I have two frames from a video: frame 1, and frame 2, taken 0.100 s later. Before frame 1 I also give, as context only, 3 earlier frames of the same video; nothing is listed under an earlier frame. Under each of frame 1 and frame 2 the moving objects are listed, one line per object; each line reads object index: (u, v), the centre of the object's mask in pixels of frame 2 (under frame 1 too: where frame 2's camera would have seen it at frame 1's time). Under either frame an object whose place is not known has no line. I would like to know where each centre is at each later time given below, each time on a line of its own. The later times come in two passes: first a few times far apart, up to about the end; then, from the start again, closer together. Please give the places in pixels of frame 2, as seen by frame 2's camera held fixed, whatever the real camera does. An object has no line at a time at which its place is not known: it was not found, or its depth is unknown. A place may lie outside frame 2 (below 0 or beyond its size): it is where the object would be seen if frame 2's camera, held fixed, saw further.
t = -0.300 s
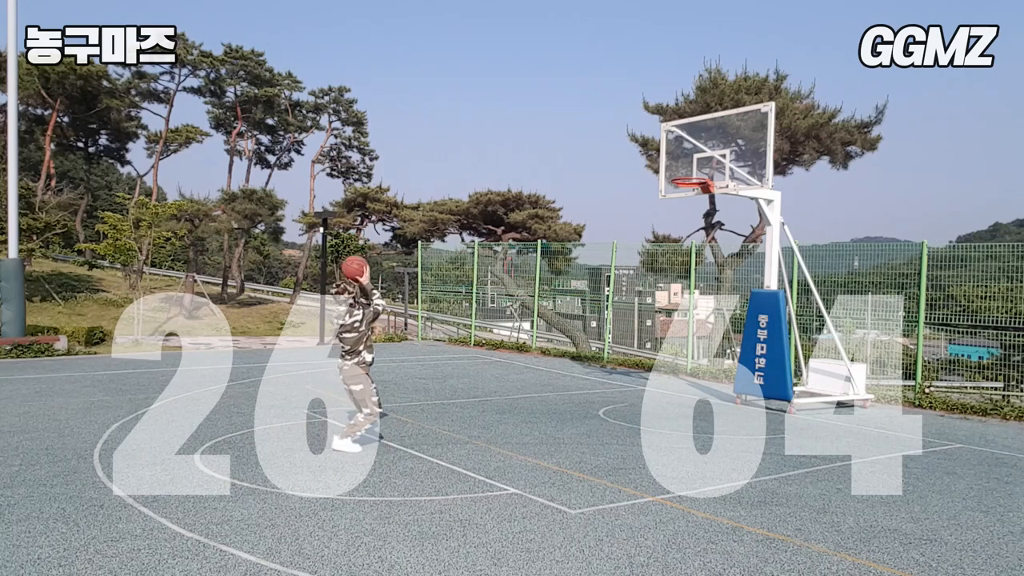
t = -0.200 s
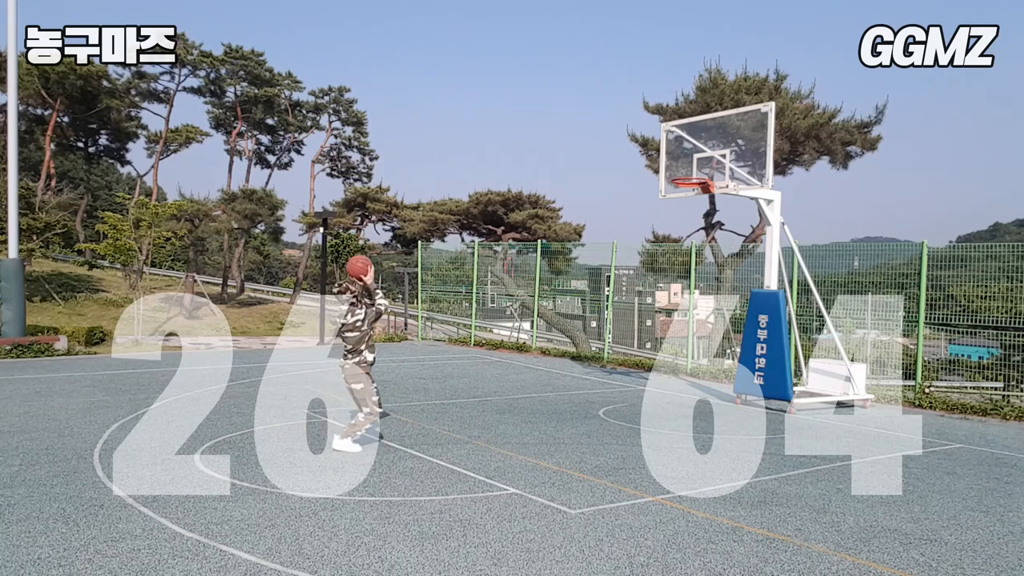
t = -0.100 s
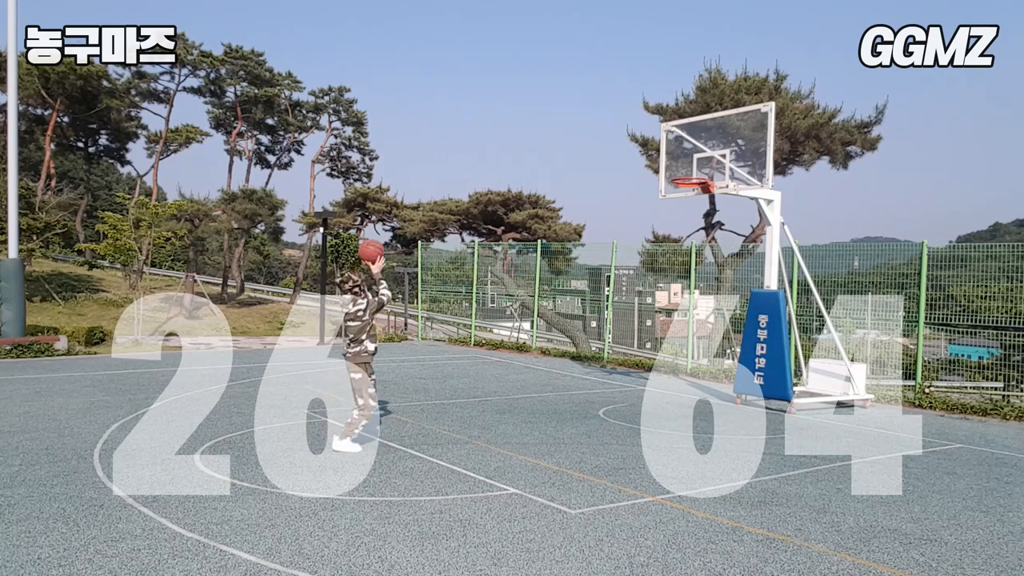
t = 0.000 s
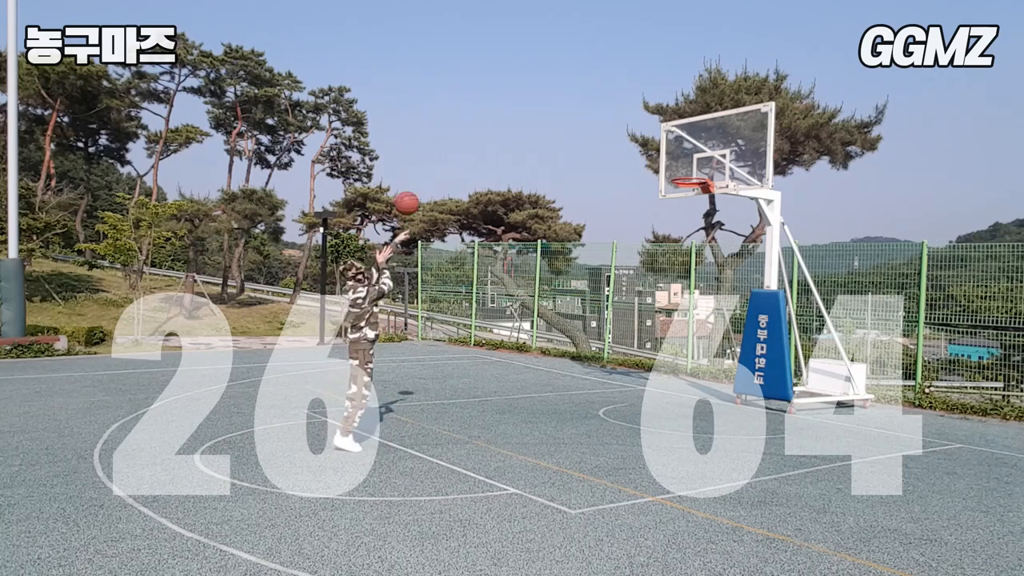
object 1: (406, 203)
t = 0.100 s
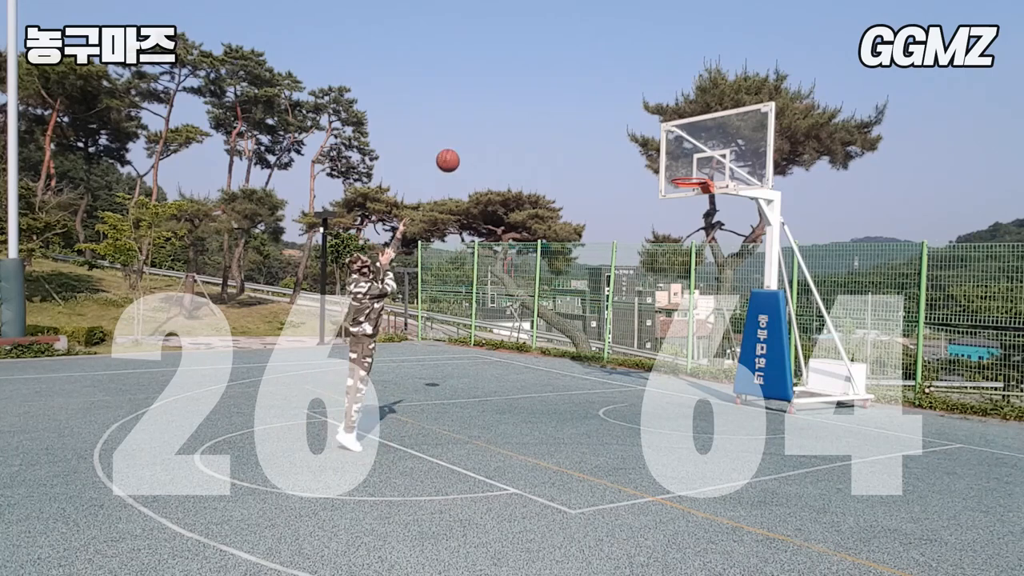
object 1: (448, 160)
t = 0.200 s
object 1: (485, 130)
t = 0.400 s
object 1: (552, 100)
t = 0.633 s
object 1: (619, 112)
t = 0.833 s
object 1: (668, 154)
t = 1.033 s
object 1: (709, 220)
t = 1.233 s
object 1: (747, 307)
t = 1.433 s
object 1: (733, 381)
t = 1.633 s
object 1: (706, 356)
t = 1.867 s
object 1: (672, 310)
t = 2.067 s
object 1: (639, 301)
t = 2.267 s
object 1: (605, 323)
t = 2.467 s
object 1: (570, 379)
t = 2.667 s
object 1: (537, 376)
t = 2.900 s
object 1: (500, 334)
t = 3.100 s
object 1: (466, 334)
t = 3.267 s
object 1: (436, 361)
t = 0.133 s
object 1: (460, 149)
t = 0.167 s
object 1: (473, 139)
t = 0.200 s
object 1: (485, 130)
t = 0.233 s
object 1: (497, 122)
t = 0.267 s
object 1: (509, 116)
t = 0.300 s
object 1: (520, 110)
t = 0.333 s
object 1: (531, 106)
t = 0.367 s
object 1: (542, 103)
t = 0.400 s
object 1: (552, 100)
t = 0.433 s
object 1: (563, 99)
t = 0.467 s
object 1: (573, 99)
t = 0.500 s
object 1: (582, 100)
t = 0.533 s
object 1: (592, 102)
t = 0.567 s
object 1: (601, 104)
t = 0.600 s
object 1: (610, 108)
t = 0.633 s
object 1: (619, 112)
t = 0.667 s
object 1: (628, 117)
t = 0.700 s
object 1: (636, 123)
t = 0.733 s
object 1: (644, 130)
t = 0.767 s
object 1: (652, 137)
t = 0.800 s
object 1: (660, 145)
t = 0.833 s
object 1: (668, 154)
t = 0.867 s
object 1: (675, 163)
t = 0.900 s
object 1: (683, 172)
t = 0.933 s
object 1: (689, 185)
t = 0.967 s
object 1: (696, 196)
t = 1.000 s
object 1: (704, 208)
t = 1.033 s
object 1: (709, 220)
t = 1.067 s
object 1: (716, 233)
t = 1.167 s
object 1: (734, 277)
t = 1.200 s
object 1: (741, 291)
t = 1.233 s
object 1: (747, 307)
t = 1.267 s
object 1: (752, 322)
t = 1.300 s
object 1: (749, 332)
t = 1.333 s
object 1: (745, 342)
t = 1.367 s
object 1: (741, 354)
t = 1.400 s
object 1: (737, 367)
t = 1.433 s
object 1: (733, 381)
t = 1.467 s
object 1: (730, 396)
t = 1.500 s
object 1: (724, 398)
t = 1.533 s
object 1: (720, 386)
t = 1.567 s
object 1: (715, 376)
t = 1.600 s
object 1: (710, 365)
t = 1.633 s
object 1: (706, 356)
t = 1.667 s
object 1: (701, 347)
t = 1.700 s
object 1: (696, 339)
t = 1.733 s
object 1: (692, 331)
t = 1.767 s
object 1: (686, 325)
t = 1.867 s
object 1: (672, 310)
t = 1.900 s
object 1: (666, 306)
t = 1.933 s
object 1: (661, 303)
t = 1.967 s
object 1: (655, 302)
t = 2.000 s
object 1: (650, 300)
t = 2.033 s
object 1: (645, 301)
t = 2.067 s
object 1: (639, 301)
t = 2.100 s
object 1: (634, 303)
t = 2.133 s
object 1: (629, 305)
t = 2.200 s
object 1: (618, 312)
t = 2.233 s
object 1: (612, 317)
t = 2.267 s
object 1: (605, 323)
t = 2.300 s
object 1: (599, 330)
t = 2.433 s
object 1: (576, 367)
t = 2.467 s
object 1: (570, 379)
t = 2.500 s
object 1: (564, 392)
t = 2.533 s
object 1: (558, 406)
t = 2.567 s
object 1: (553, 406)
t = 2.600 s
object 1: (547, 395)
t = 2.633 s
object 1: (542, 385)
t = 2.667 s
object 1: (537, 376)
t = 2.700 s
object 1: (532, 367)
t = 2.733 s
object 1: (527, 360)
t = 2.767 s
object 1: (521, 353)
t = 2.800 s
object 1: (516, 347)
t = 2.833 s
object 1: (510, 342)
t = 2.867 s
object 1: (505, 338)
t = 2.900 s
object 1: (500, 334)
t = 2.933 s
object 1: (494, 332)
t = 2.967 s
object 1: (488, 331)
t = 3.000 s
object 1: (483, 330)
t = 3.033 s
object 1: (477, 331)
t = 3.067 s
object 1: (471, 332)
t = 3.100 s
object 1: (466, 334)
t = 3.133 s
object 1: (460, 337)
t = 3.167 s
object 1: (454, 342)
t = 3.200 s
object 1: (448, 347)
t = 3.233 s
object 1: (442, 353)
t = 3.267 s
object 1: (436, 361)
